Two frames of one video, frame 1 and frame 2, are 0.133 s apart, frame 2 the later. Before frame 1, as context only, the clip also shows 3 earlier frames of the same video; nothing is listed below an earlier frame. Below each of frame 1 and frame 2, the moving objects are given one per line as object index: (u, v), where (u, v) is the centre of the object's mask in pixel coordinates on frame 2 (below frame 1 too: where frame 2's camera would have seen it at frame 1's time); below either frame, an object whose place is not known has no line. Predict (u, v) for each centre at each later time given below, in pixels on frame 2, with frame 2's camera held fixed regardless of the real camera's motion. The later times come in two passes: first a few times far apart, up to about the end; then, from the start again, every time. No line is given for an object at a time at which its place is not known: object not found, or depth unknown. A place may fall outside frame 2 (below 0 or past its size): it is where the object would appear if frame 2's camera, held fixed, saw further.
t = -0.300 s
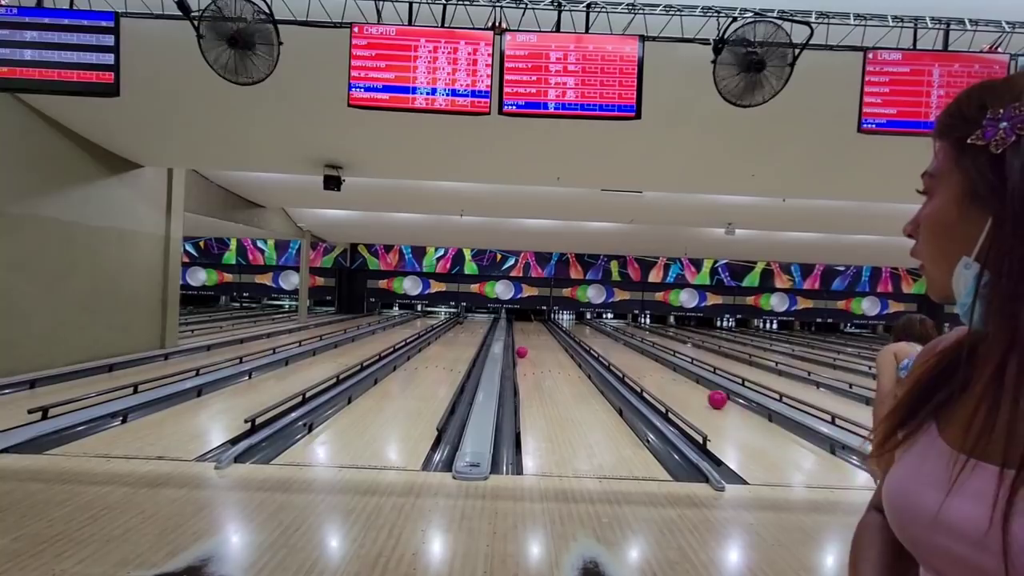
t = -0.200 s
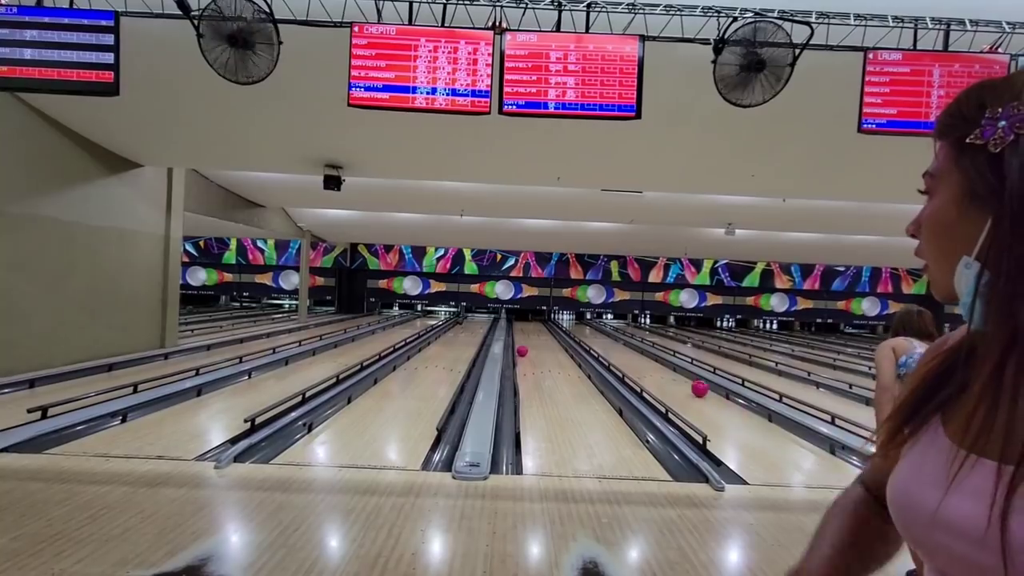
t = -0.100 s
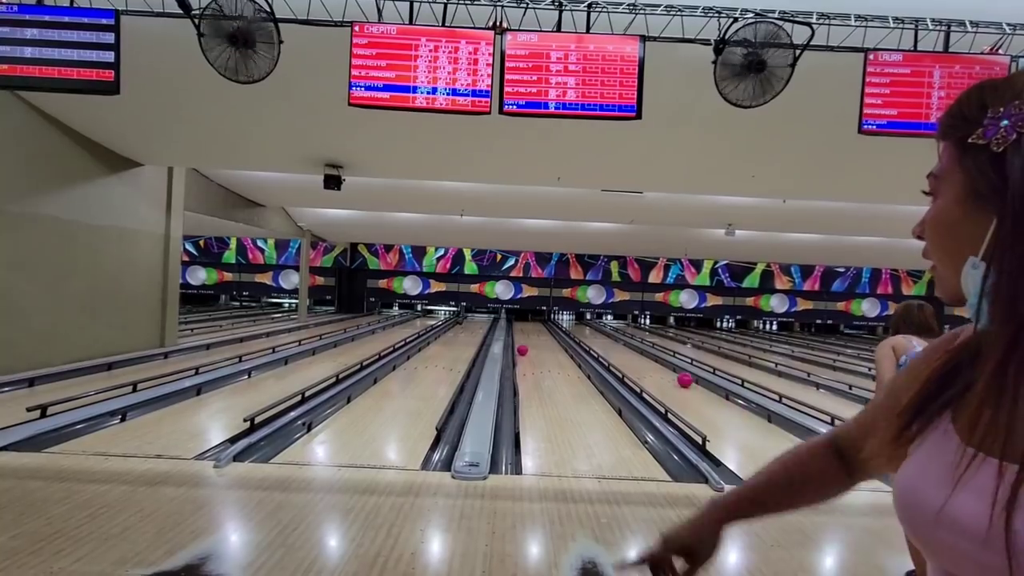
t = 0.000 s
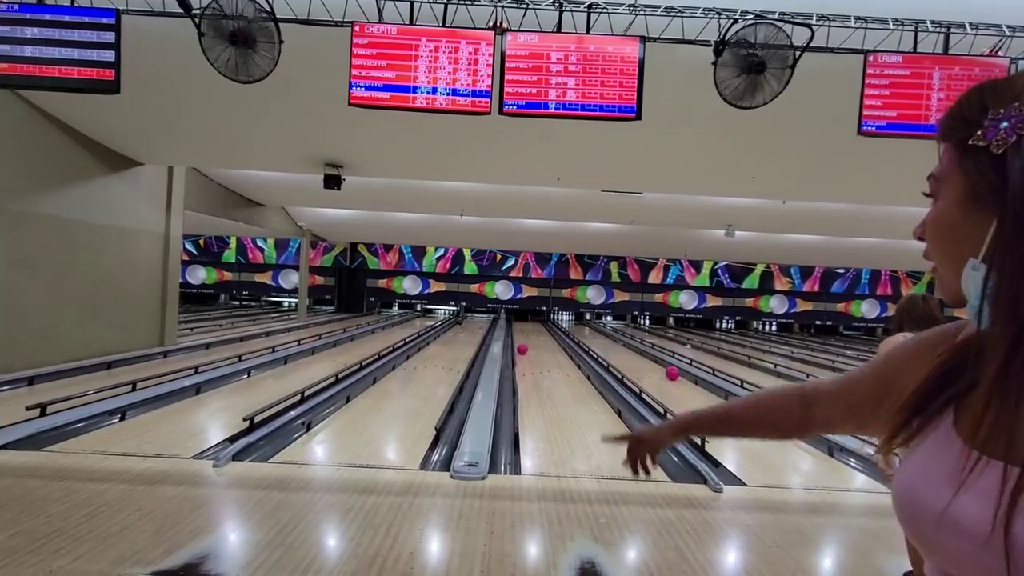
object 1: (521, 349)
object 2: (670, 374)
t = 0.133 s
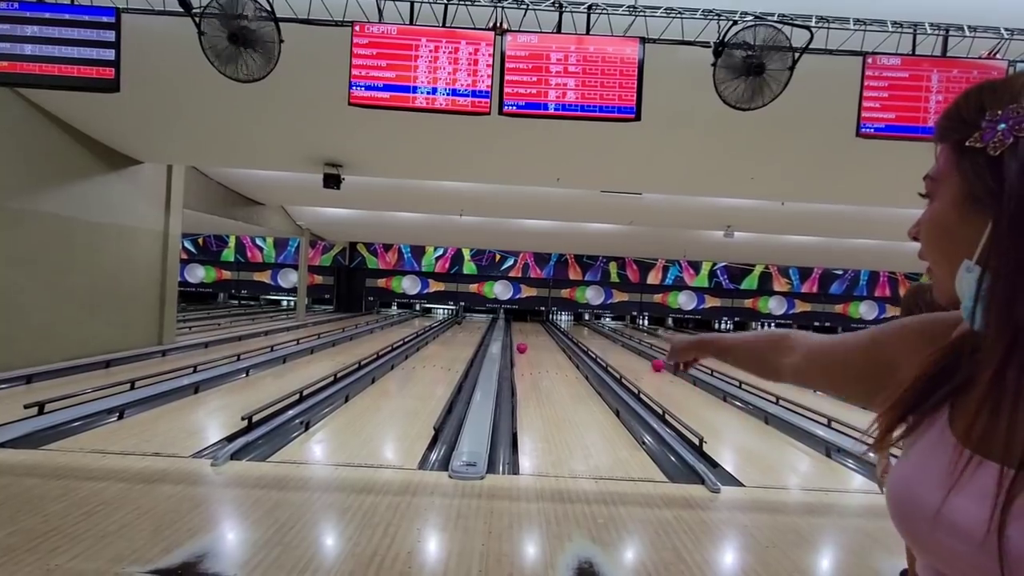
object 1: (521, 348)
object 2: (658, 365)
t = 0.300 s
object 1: (522, 346)
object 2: (644, 357)
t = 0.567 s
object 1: (523, 344)
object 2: (628, 347)
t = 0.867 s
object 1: (524, 342)
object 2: (611, 339)
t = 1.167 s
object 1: (526, 340)
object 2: (597, 332)
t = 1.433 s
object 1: (526, 338)
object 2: (588, 329)
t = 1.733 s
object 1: (526, 337)
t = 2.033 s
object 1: (526, 335)
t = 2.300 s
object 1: (527, 333)
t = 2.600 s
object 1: (527, 332)
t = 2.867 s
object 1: (528, 331)
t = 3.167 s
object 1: (528, 330)
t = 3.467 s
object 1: (529, 328)
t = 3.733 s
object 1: (530, 327)
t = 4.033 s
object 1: (531, 326)
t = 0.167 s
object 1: (521, 347)
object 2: (655, 363)
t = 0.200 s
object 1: (522, 347)
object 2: (652, 362)
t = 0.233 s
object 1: (522, 347)
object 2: (649, 360)
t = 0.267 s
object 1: (522, 347)
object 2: (647, 358)
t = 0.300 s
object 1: (522, 346)
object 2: (644, 357)
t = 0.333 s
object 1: (522, 346)
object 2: (642, 355)
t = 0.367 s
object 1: (522, 346)
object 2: (640, 354)
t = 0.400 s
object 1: (523, 345)
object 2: (638, 353)
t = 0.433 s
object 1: (523, 345)
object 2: (636, 351)
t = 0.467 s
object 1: (523, 345)
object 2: (634, 350)
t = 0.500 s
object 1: (523, 345)
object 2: (632, 349)
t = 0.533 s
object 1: (523, 345)
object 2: (629, 348)
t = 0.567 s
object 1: (523, 344)
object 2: (628, 347)
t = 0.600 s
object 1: (523, 344)
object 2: (626, 346)
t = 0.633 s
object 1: (524, 344)
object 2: (623, 345)
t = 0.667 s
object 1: (524, 343)
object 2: (622, 344)
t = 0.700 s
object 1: (524, 343)
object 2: (620, 344)
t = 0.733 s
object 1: (524, 343)
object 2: (618, 342)
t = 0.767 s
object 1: (524, 343)
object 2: (616, 341)
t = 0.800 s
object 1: (524, 342)
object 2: (614, 341)
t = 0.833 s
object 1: (524, 342)
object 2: (611, 340)
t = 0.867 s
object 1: (524, 342)
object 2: (611, 339)
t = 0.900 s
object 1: (525, 342)
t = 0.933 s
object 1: (525, 341)
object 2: (607, 337)
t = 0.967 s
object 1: (525, 341)
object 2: (606, 336)
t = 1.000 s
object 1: (525, 341)
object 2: (605, 336)
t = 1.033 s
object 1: (525, 341)
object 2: (602, 335)
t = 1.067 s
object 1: (525, 340)
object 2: (601, 334)
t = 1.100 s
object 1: (525, 340)
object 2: (600, 334)
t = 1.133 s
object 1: (526, 340)
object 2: (599, 333)
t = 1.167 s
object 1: (526, 340)
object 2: (597, 332)
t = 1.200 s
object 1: (525, 340)
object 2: (597, 332)
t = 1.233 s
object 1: (526, 339)
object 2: (594, 332)
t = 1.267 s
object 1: (526, 339)
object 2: (594, 332)
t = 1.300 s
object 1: (526, 339)
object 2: (593, 331)
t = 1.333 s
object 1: (526, 339)
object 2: (591, 330)
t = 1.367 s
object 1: (526, 339)
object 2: (591, 330)
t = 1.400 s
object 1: (526, 339)
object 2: (589, 329)
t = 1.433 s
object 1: (526, 338)
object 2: (588, 329)
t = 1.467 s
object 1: (526, 338)
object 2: (587, 328)
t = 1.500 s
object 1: (526, 338)
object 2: (586, 328)
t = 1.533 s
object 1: (526, 338)
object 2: (585, 327)
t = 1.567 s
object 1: (526, 337)
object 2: (583, 327)
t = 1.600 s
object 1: (526, 337)
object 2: (582, 326)
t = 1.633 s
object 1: (526, 337)
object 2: (582, 326)
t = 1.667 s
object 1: (526, 337)
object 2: (581, 325)
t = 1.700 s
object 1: (526, 337)
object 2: (580, 325)
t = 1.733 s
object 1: (526, 337)
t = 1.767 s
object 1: (526, 336)
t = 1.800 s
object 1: (526, 336)
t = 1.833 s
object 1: (526, 336)
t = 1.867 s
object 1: (526, 335)
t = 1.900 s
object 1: (526, 335)
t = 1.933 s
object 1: (526, 335)
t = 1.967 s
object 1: (526, 335)
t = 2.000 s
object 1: (526, 335)
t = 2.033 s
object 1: (526, 335)
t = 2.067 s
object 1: (526, 335)
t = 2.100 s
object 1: (526, 334)
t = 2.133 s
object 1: (527, 334)
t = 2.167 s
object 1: (527, 334)
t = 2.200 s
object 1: (527, 334)
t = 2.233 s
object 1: (527, 333)
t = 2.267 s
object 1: (527, 333)
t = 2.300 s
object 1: (527, 333)
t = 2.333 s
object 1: (527, 333)
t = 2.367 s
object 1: (527, 333)
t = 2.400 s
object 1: (527, 333)
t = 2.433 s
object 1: (527, 333)
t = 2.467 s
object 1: (527, 332)
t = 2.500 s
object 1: (527, 332)
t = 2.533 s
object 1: (527, 332)
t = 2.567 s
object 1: (527, 332)
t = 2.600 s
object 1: (527, 332)
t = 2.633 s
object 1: (527, 332)
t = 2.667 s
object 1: (527, 332)
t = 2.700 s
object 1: (527, 331)
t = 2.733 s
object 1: (527, 331)
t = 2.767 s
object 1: (527, 331)
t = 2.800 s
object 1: (528, 331)
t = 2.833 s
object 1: (528, 331)
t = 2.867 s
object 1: (528, 331)
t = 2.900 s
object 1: (528, 331)
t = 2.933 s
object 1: (528, 330)
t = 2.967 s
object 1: (528, 330)
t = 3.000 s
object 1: (528, 330)
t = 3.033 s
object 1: (528, 330)
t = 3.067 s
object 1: (528, 330)
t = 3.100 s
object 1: (528, 330)
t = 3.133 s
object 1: (528, 330)
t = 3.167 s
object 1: (528, 330)
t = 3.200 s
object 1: (528, 329)
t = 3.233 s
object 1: (528, 329)
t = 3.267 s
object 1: (529, 329)
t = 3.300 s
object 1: (529, 329)
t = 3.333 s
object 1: (529, 329)
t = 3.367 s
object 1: (529, 329)
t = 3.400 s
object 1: (529, 328)
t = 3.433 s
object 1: (529, 328)
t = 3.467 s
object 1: (529, 328)
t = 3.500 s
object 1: (529, 328)
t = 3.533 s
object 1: (529, 328)
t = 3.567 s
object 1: (529, 328)
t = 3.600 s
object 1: (529, 327)
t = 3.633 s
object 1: (530, 327)
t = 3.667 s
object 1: (530, 327)
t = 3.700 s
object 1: (530, 327)
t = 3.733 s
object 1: (530, 327)
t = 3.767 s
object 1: (530, 327)
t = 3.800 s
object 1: (530, 327)
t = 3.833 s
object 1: (530, 326)
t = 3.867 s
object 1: (530, 326)
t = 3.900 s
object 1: (530, 326)
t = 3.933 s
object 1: (530, 326)
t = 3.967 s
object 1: (531, 326)
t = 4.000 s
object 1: (531, 326)
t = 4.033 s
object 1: (531, 326)
